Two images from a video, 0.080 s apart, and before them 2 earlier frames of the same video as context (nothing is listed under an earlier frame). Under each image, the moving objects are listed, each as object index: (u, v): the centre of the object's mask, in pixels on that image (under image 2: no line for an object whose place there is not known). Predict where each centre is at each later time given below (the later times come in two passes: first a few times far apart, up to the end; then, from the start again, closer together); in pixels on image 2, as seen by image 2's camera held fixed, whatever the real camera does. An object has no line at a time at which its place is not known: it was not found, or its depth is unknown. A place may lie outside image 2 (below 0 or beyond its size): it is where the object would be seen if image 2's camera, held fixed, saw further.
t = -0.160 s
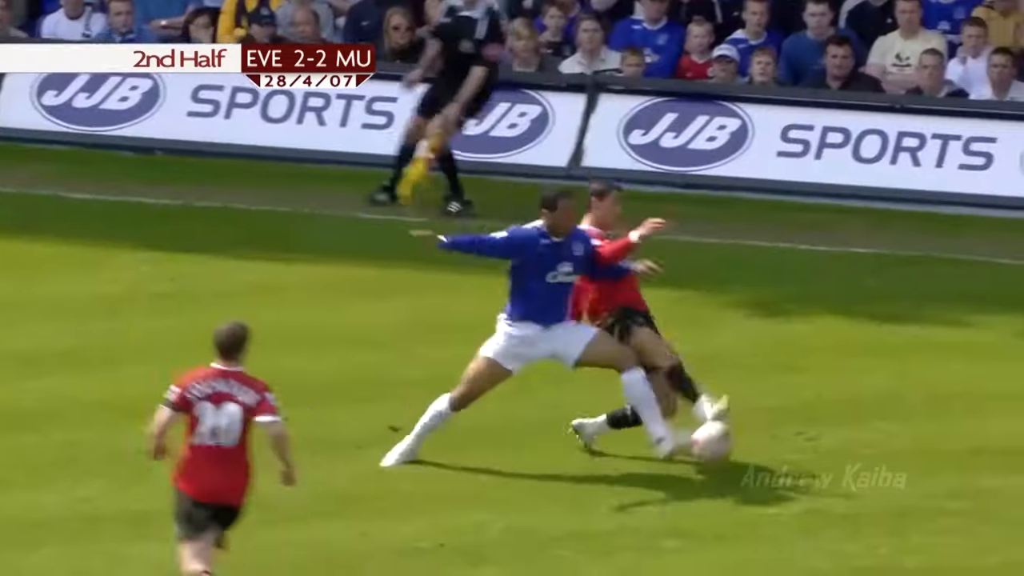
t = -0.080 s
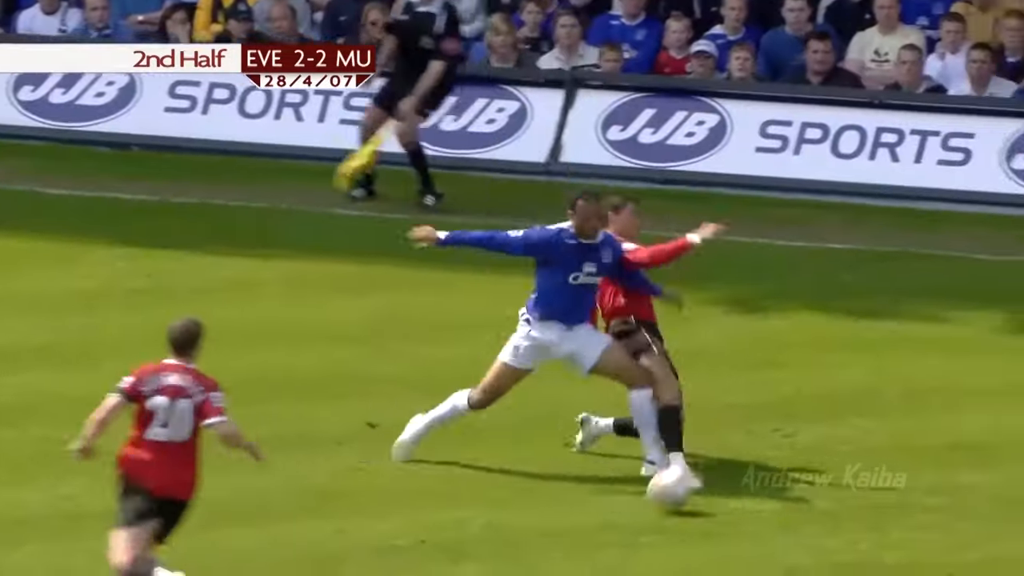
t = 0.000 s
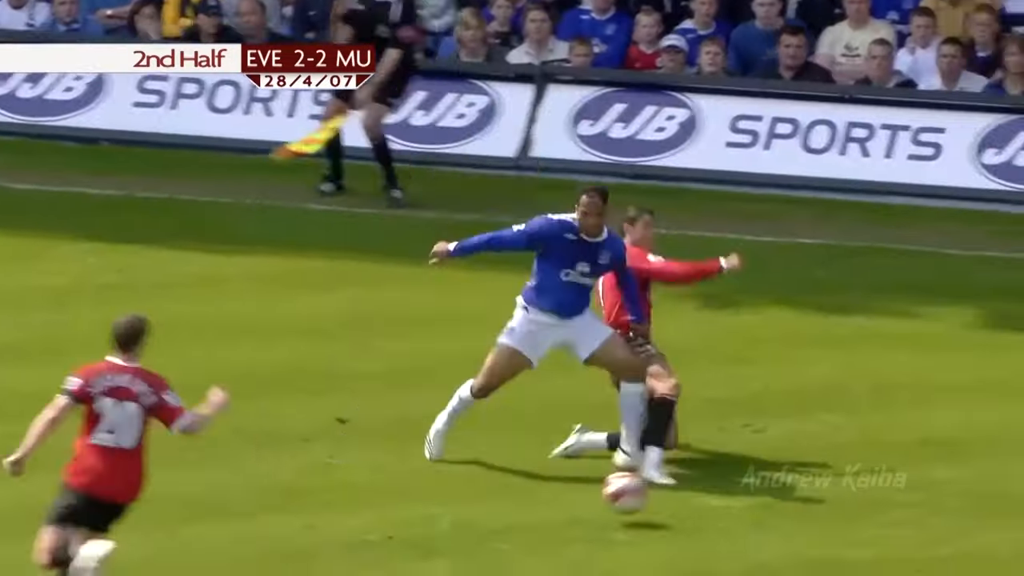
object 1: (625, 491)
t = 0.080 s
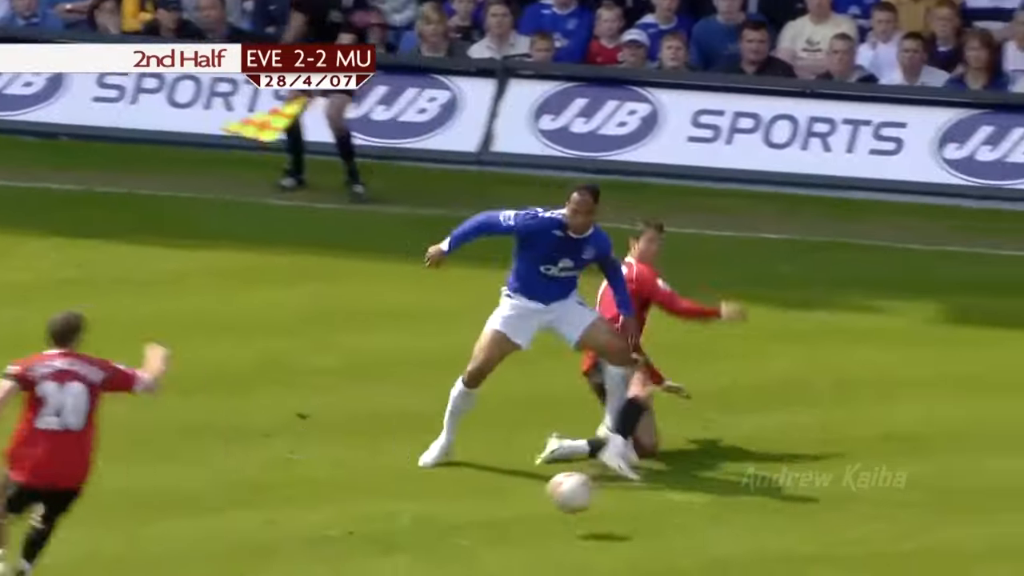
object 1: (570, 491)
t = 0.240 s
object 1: (536, 535)
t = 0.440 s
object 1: (500, 571)
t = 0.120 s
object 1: (562, 498)
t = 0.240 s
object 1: (536, 535)
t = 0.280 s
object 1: (528, 552)
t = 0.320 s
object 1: (521, 554)
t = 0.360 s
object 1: (515, 557)
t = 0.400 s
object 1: (508, 563)
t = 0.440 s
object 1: (500, 571)
